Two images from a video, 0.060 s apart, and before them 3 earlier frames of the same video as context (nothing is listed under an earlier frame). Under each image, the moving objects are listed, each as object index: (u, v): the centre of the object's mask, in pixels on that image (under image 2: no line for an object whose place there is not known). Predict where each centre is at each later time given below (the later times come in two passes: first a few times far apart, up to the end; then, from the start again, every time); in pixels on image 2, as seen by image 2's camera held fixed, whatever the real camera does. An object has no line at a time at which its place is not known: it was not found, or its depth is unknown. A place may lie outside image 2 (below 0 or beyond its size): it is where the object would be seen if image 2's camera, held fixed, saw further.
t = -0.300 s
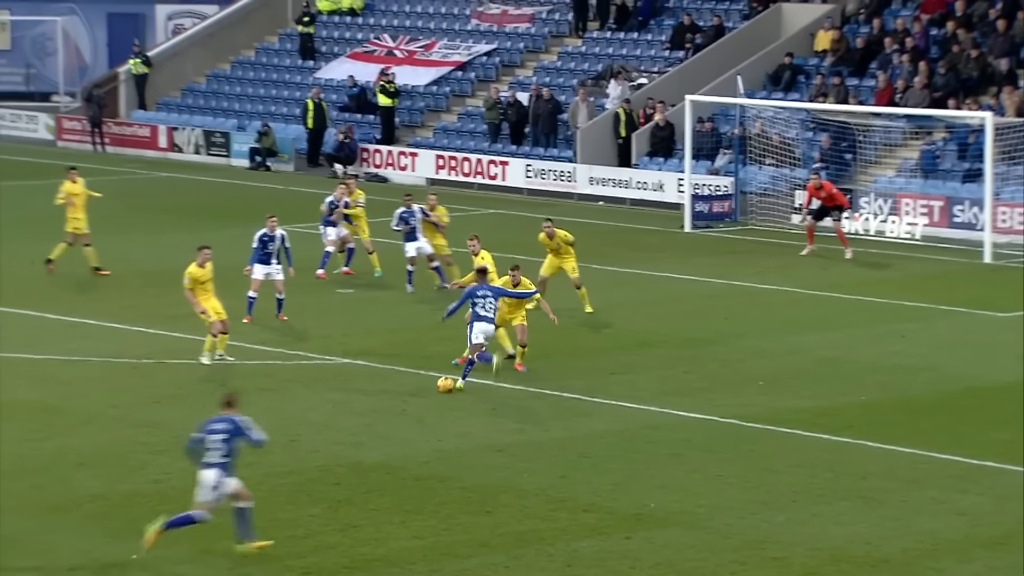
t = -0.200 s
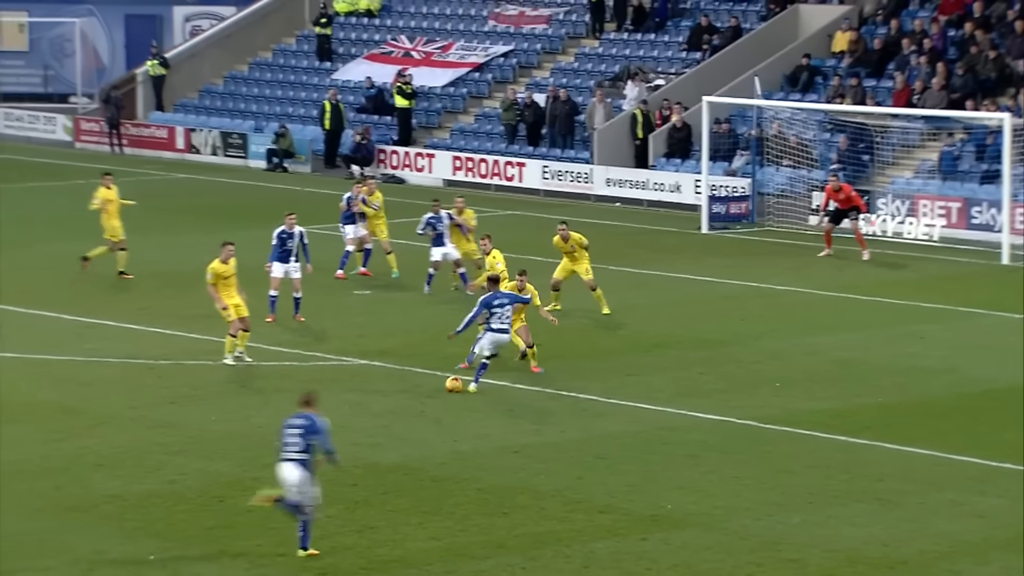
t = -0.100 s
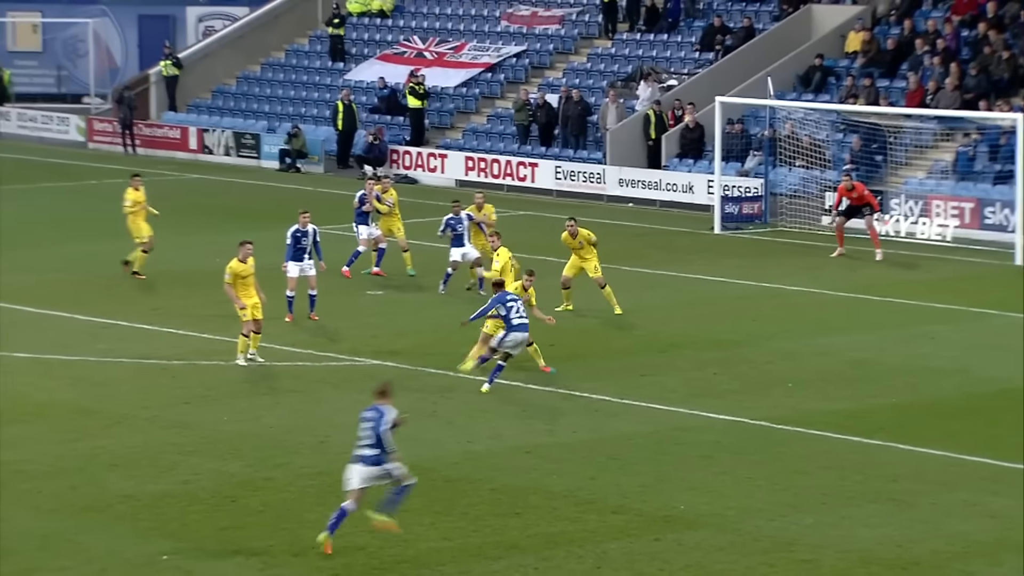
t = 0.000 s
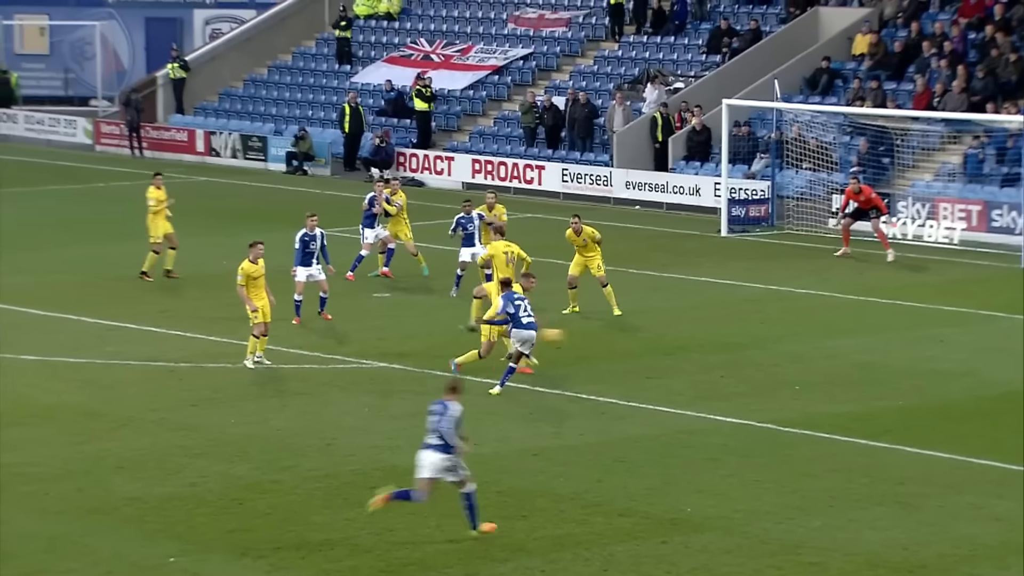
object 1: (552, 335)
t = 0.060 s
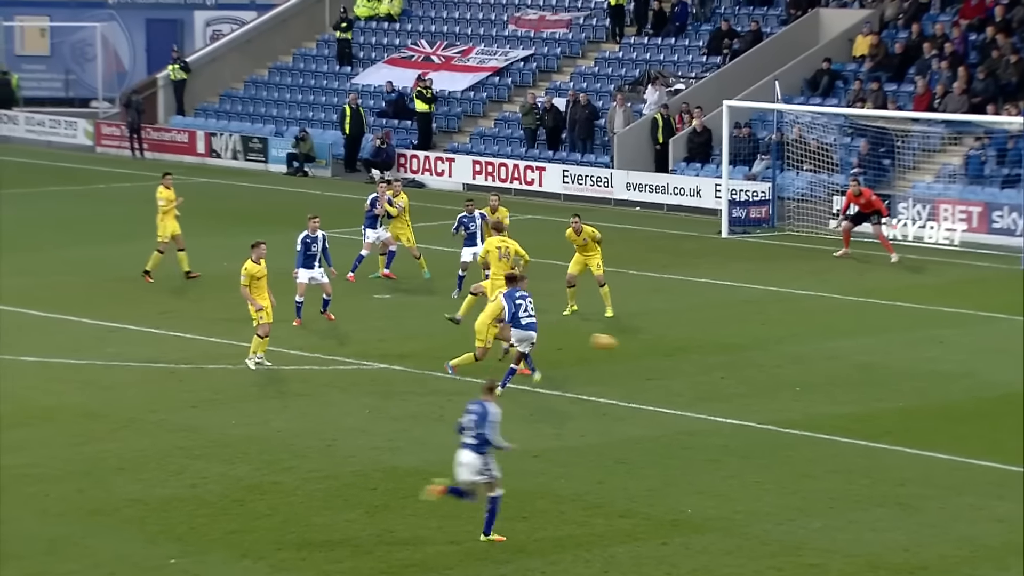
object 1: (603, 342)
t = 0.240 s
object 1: (755, 368)
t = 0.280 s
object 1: (789, 378)
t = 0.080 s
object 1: (620, 343)
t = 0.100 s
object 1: (637, 345)
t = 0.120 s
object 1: (654, 348)
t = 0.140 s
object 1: (671, 350)
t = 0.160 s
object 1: (688, 353)
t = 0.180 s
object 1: (704, 356)
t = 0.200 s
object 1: (722, 360)
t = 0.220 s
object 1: (738, 363)
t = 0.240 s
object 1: (755, 368)
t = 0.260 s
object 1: (772, 373)
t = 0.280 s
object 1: (789, 378)
